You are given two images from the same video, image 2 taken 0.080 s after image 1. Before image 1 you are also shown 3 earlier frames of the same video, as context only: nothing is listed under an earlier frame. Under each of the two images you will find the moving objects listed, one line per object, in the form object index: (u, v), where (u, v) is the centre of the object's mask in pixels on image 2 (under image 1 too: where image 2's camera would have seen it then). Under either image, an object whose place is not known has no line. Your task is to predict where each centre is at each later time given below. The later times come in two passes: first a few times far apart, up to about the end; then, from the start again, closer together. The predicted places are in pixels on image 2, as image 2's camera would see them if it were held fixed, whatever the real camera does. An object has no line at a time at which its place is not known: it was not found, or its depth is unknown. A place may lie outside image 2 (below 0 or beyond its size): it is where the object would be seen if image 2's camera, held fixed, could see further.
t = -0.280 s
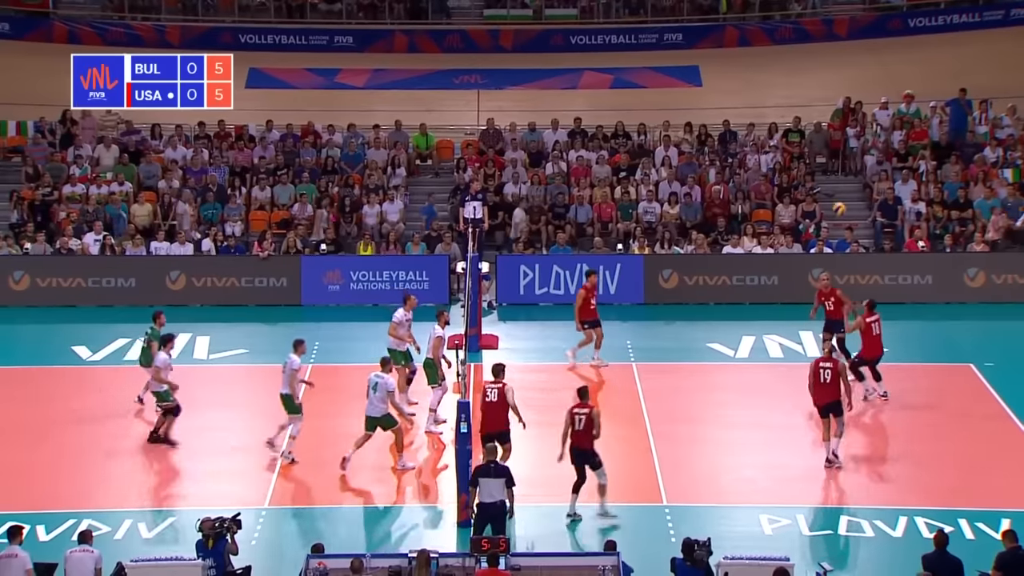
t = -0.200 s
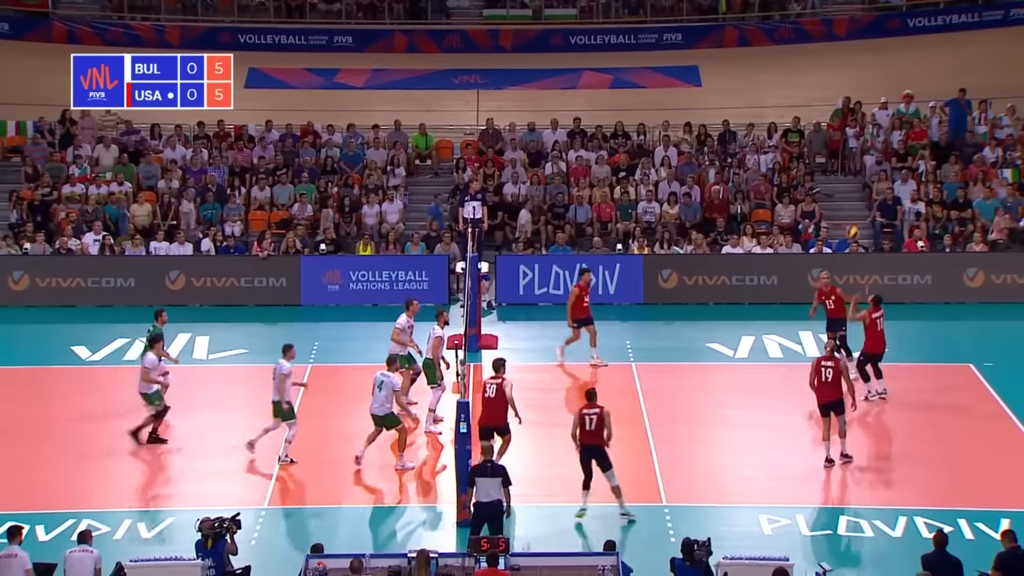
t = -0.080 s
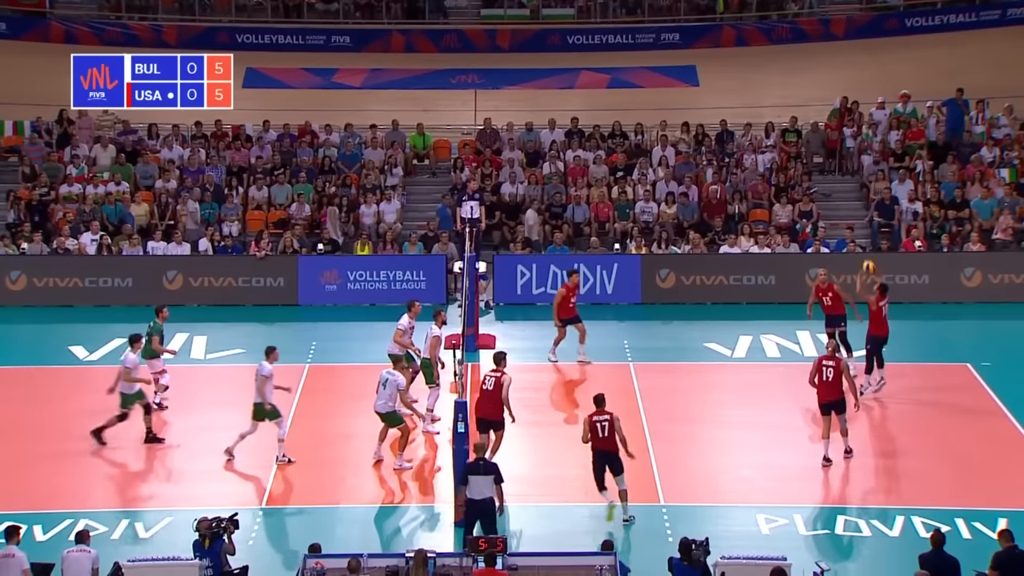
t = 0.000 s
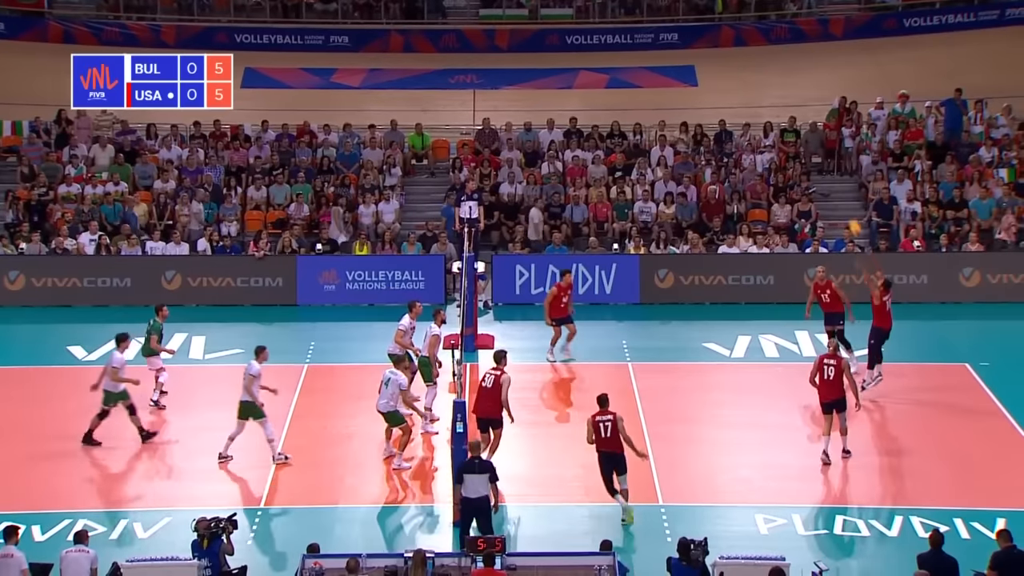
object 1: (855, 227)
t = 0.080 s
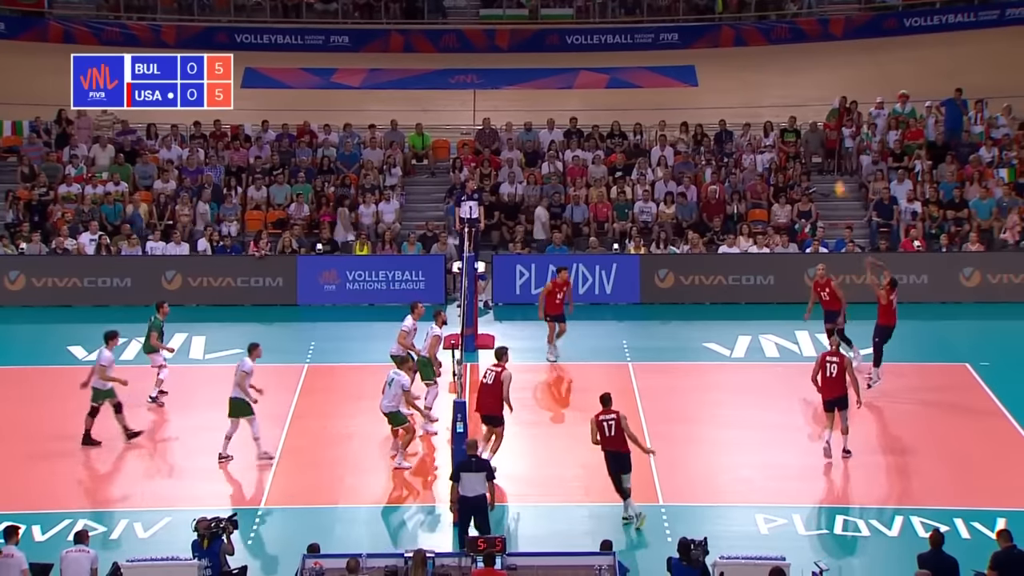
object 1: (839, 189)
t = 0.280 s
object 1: (807, 110)
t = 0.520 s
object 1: (767, 51)
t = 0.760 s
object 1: (727, 26)
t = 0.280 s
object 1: (807, 110)
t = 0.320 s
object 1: (801, 98)
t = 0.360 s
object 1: (794, 87)
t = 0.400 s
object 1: (787, 76)
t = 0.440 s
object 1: (780, 67)
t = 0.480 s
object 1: (773, 59)
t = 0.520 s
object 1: (767, 51)
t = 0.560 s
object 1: (760, 44)
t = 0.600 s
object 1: (753, 39)
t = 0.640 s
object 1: (746, 34)
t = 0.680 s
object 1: (740, 30)
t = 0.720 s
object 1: (734, 28)
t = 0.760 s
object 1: (727, 26)
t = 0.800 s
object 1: (720, 26)
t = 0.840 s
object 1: (714, 26)
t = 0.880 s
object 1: (707, 28)
